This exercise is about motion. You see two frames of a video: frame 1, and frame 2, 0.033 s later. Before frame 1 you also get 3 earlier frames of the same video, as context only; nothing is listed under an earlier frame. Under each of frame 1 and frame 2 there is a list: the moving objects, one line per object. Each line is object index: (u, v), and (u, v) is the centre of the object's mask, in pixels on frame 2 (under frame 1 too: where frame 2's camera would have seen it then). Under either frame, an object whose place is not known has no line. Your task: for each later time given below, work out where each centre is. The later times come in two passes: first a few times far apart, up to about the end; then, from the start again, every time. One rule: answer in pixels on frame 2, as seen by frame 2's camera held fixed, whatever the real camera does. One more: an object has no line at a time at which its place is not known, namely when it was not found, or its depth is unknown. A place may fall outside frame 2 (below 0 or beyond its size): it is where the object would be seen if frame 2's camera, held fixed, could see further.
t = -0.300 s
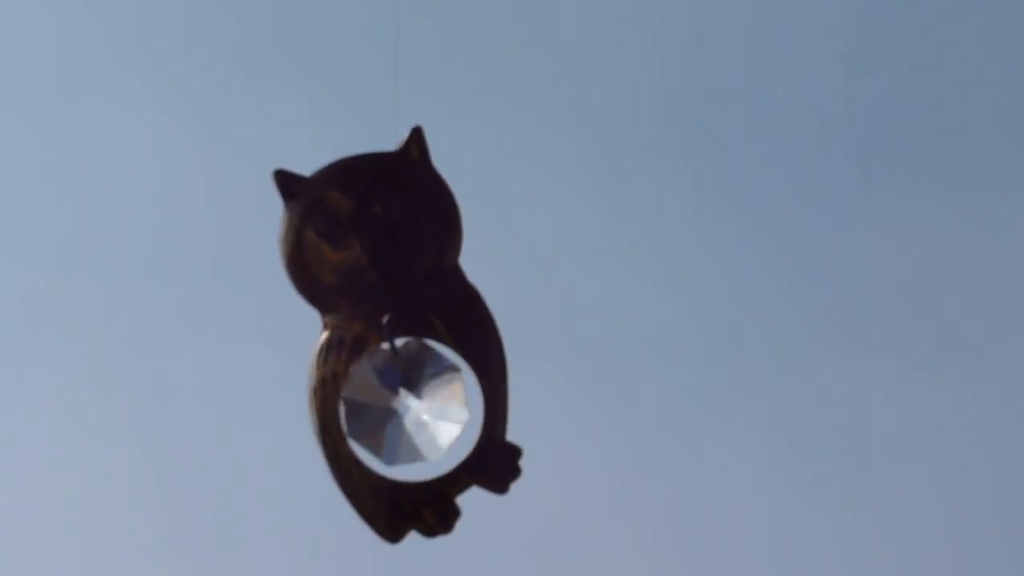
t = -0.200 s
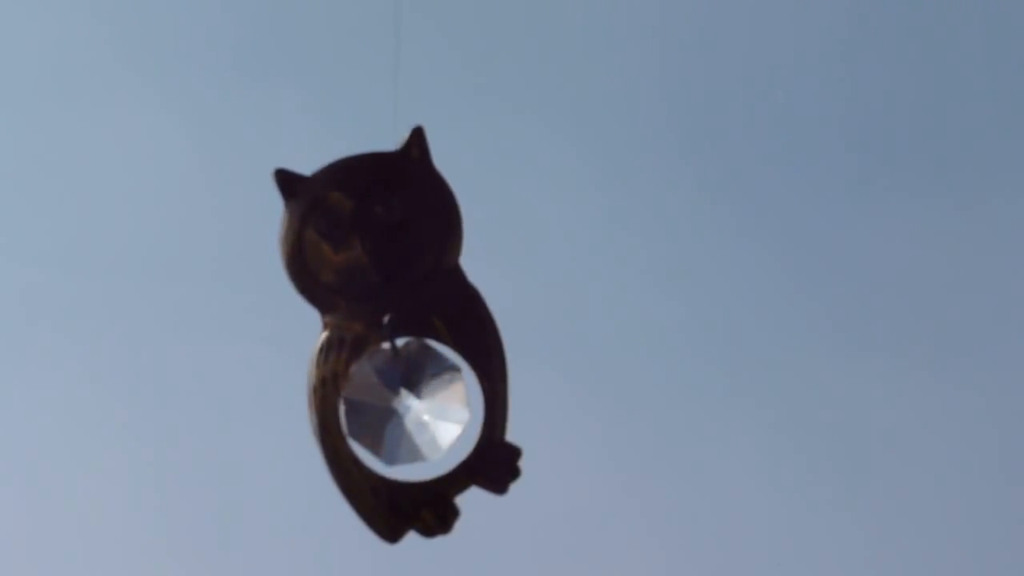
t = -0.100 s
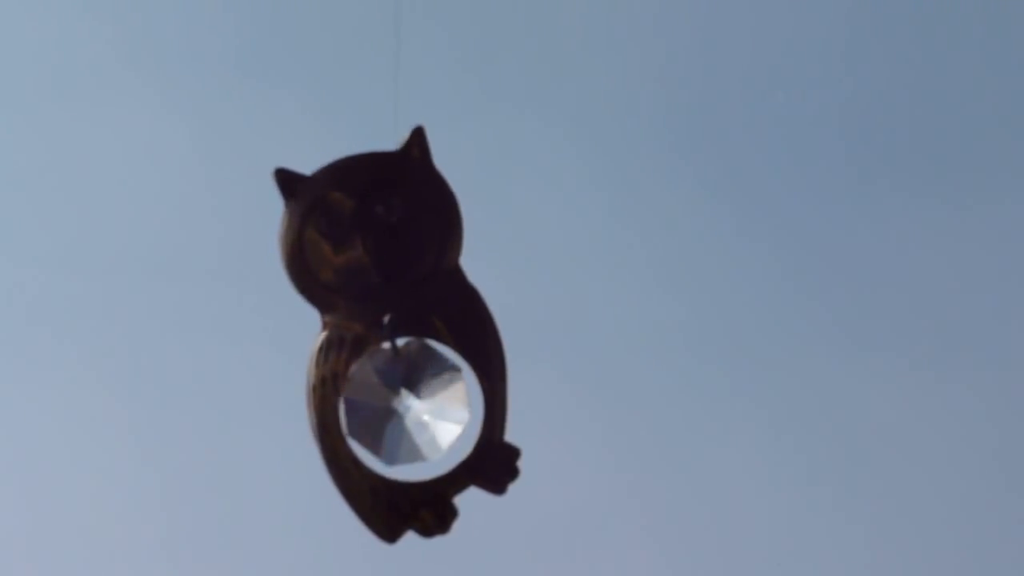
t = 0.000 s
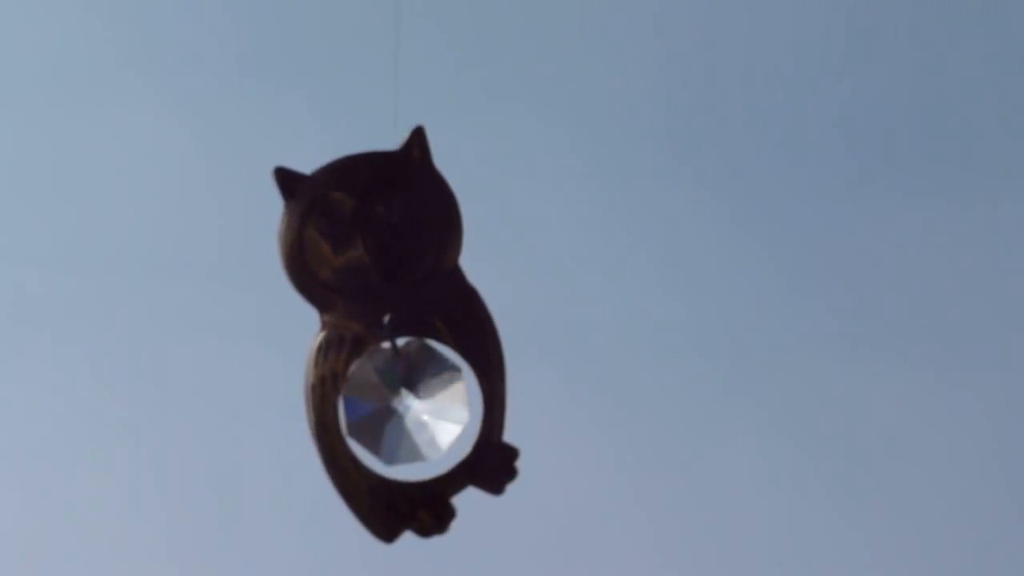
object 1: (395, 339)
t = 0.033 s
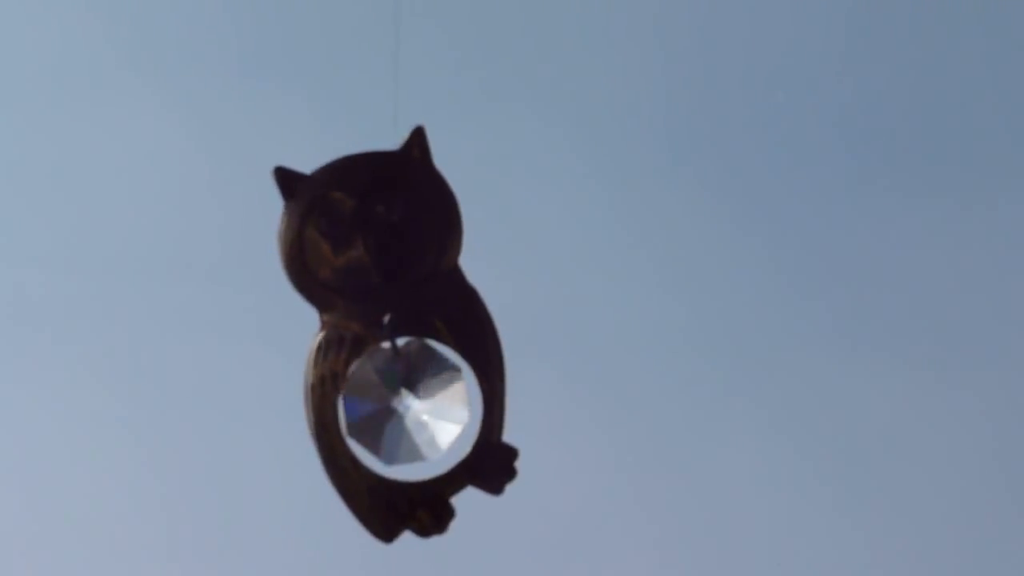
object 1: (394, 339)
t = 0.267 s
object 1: (391, 339)
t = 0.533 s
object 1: (386, 339)
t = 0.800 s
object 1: (383, 339)
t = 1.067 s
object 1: (381, 339)
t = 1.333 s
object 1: (379, 339)
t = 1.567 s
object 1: (378, 340)
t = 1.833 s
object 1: (377, 340)
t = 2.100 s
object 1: (375, 340)
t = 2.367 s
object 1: (373, 340)
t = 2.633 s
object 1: (372, 340)
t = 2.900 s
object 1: (372, 340)
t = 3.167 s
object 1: (372, 340)
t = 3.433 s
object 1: (372, 340)
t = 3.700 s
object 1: (373, 340)
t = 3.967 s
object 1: (373, 340)
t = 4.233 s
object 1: (374, 340)
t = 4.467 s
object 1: (375, 340)
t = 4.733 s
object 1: (378, 340)
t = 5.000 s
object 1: (382, 340)
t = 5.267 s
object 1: (387, 340)
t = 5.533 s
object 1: (390, 340)
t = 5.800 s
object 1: (392, 340)
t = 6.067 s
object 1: (392, 340)
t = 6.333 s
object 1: (394, 339)
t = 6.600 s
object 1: (396, 340)
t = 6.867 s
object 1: (399, 340)
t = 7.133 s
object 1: (401, 340)
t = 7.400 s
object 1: (404, 340)
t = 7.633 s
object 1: (405, 340)
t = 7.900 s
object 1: (405, 340)
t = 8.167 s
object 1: (405, 340)
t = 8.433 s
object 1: (406, 340)
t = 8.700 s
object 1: (406, 340)
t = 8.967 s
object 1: (407, 340)
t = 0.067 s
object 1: (394, 339)
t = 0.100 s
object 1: (393, 339)
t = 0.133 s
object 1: (393, 340)
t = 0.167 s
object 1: (392, 340)
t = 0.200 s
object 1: (392, 340)
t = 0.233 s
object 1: (391, 340)
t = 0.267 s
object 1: (391, 339)
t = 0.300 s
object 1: (390, 339)
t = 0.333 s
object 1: (390, 339)
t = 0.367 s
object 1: (389, 339)
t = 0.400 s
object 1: (389, 339)
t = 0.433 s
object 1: (388, 339)
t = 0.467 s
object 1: (387, 339)
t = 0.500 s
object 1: (387, 339)
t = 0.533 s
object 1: (386, 339)
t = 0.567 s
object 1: (386, 339)
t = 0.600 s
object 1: (386, 339)
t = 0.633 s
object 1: (385, 339)
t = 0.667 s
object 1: (385, 339)
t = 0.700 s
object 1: (384, 339)
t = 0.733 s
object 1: (384, 339)
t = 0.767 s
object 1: (384, 339)
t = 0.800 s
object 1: (383, 339)
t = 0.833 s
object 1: (383, 339)
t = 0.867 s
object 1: (383, 339)
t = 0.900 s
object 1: (383, 339)
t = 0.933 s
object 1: (382, 339)
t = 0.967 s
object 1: (382, 339)
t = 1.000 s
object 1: (382, 339)
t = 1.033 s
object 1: (381, 339)
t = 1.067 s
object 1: (381, 339)
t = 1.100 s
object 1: (381, 339)
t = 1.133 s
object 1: (380, 339)
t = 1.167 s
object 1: (380, 339)
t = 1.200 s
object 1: (380, 339)
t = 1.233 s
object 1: (380, 339)
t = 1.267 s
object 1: (380, 339)
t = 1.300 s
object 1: (380, 340)
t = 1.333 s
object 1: (379, 339)
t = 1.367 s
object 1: (379, 339)
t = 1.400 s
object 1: (379, 340)
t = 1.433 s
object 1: (379, 340)
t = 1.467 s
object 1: (379, 340)
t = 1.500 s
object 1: (379, 340)
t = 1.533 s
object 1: (378, 340)
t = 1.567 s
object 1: (378, 340)
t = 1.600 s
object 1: (378, 340)
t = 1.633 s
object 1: (378, 340)
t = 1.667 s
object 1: (378, 340)
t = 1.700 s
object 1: (378, 340)
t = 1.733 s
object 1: (377, 340)
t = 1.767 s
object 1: (377, 340)
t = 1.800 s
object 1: (377, 340)
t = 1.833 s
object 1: (377, 340)
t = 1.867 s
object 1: (376, 340)
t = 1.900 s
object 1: (376, 340)
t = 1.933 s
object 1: (376, 340)
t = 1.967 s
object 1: (376, 340)
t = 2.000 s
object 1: (375, 340)
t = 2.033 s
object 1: (375, 340)
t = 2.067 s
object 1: (375, 340)
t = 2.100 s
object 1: (375, 340)
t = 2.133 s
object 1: (374, 340)
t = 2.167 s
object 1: (374, 340)
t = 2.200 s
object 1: (374, 340)
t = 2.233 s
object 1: (374, 340)
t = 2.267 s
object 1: (374, 340)
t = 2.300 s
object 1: (373, 340)
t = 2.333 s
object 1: (373, 340)
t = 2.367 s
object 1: (373, 340)
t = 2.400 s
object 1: (373, 340)
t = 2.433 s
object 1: (373, 340)
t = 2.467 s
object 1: (373, 340)
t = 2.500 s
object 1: (372, 340)
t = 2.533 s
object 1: (372, 340)
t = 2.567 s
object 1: (372, 340)
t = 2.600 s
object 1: (372, 340)
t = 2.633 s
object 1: (372, 340)
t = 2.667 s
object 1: (372, 340)
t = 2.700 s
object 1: (372, 340)
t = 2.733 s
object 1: (372, 340)
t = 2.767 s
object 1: (372, 340)
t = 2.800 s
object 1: (372, 340)
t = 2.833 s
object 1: (372, 340)
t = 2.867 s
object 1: (372, 340)
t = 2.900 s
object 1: (372, 340)
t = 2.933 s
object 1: (371, 340)
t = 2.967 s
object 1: (372, 340)
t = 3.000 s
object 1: (372, 340)
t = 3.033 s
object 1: (372, 340)
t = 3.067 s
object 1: (372, 340)
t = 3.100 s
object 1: (372, 340)
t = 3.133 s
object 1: (372, 340)
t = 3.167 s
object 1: (372, 340)
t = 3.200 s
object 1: (372, 340)
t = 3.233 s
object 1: (372, 340)
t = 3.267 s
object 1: (372, 340)
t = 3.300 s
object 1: (372, 340)
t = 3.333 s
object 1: (372, 340)
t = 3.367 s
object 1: (372, 340)
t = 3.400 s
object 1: (372, 340)
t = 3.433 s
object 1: (372, 340)
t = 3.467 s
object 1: (373, 340)
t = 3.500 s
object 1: (373, 340)
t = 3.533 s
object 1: (373, 340)
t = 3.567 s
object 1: (373, 340)
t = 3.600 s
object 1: (373, 340)
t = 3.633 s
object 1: (373, 340)
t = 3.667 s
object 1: (373, 340)
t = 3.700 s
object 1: (373, 340)
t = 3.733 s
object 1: (373, 340)
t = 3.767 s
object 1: (373, 340)
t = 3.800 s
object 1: (373, 340)
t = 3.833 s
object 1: (373, 340)
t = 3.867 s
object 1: (373, 340)
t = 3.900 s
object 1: (373, 340)
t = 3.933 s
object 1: (373, 340)
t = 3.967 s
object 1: (373, 340)
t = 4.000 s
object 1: (373, 340)
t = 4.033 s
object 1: (374, 340)
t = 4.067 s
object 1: (374, 340)
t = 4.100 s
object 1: (374, 340)
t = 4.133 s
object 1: (374, 340)
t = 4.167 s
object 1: (374, 340)
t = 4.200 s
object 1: (374, 340)
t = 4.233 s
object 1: (374, 340)
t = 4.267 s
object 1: (374, 340)
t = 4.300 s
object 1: (374, 340)
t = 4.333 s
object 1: (374, 340)
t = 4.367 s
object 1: (374, 340)
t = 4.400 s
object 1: (374, 340)
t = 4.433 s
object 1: (375, 340)
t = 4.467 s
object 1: (375, 340)
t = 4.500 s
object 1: (376, 340)
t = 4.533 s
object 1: (376, 340)
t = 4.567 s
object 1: (377, 340)
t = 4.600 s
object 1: (377, 339)
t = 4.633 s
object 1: (377, 340)
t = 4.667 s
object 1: (377, 340)
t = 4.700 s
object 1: (377, 340)
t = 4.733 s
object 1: (378, 340)
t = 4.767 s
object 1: (378, 340)
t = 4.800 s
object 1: (378, 340)
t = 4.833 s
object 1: (379, 340)
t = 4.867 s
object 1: (379, 340)
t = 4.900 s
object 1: (380, 340)
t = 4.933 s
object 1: (381, 340)
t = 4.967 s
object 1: (382, 340)
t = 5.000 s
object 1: (382, 340)
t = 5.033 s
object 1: (383, 340)
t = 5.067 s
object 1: (384, 340)
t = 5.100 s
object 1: (384, 340)
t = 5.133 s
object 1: (385, 340)
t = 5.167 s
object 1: (385, 340)
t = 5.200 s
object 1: (385, 340)
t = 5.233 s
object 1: (386, 340)
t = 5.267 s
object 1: (387, 340)
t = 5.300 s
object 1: (387, 340)
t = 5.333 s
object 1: (387, 340)
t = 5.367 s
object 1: (388, 340)
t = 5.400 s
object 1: (389, 340)
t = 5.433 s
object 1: (389, 340)
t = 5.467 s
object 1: (390, 340)
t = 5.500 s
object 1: (390, 340)
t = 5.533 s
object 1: (390, 340)
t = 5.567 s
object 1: (390, 340)
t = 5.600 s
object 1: (391, 340)
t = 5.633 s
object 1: (391, 340)
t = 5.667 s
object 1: (391, 340)
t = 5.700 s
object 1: (391, 340)
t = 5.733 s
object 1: (391, 340)
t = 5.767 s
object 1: (391, 340)
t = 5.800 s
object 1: (392, 340)
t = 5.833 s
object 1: (392, 340)
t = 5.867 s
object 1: (392, 340)
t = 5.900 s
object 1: (392, 340)
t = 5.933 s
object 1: (392, 340)
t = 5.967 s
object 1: (392, 340)
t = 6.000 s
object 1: (392, 340)
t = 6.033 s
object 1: (392, 340)
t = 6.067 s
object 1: (392, 340)
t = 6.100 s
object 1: (392, 340)
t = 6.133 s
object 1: (393, 340)
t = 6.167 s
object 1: (393, 340)
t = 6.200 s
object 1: (393, 340)
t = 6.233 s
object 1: (393, 340)
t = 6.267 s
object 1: (393, 339)
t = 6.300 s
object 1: (394, 339)
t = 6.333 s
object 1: (394, 339)
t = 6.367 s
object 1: (394, 339)
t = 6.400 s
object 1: (394, 339)
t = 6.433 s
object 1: (394, 340)
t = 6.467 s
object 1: (395, 340)
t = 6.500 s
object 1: (395, 340)
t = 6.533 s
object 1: (395, 340)
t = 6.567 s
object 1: (395, 340)
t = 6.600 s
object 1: (396, 340)
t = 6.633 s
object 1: (396, 340)
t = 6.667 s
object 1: (397, 340)
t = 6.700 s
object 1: (397, 340)
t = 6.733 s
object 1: (397, 340)
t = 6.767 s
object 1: (398, 340)
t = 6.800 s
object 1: (398, 340)
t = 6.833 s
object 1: (399, 340)
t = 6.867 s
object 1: (399, 340)
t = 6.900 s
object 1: (399, 340)
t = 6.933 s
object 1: (400, 340)
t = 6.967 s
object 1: (400, 340)
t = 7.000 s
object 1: (400, 340)
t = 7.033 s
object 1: (400, 340)
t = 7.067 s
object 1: (400, 340)
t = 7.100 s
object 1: (400, 340)
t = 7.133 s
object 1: (401, 340)
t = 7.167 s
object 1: (401, 340)
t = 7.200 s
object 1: (402, 340)
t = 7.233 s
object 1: (402, 340)
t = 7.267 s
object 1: (403, 340)
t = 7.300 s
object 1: (403, 340)
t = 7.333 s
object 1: (403, 340)
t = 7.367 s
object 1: (403, 340)
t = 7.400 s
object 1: (404, 340)
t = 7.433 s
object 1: (404, 340)
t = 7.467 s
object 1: (404, 340)
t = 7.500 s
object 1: (404, 340)
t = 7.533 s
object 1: (404, 340)
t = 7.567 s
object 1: (404, 340)
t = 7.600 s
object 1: (405, 340)
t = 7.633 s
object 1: (405, 340)
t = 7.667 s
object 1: (405, 340)
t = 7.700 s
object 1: (405, 340)
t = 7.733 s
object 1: (405, 340)
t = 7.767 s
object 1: (405, 340)
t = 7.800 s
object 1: (405, 340)
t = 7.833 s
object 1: (405, 340)
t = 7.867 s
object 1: (405, 340)
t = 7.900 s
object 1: (405, 340)
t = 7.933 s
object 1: (405, 340)
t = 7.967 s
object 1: (405, 340)
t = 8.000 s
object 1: (405, 340)
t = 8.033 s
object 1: (405, 340)
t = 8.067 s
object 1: (405, 340)
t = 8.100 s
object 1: (405, 340)
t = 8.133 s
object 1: (405, 340)
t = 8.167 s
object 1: (405, 340)
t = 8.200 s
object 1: (405, 340)
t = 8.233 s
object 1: (405, 340)
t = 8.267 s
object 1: (405, 340)
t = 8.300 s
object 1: (406, 340)
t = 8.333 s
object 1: (406, 340)
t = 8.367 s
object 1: (406, 340)
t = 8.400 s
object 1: (406, 340)
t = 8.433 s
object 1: (406, 340)
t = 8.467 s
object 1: (406, 340)
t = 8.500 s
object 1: (406, 340)
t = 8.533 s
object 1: (406, 340)
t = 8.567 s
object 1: (406, 340)
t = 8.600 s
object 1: (406, 340)
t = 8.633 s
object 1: (406, 340)
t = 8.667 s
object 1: (406, 340)
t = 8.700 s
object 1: (406, 340)
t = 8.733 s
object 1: (406, 340)
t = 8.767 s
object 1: (407, 340)
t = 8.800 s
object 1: (407, 340)
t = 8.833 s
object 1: (407, 340)
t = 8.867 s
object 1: (407, 340)
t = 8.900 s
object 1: (407, 340)
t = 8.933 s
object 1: (407, 340)
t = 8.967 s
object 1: (407, 340)
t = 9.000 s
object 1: (407, 340)
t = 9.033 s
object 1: (407, 340)
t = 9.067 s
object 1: (407, 340)
